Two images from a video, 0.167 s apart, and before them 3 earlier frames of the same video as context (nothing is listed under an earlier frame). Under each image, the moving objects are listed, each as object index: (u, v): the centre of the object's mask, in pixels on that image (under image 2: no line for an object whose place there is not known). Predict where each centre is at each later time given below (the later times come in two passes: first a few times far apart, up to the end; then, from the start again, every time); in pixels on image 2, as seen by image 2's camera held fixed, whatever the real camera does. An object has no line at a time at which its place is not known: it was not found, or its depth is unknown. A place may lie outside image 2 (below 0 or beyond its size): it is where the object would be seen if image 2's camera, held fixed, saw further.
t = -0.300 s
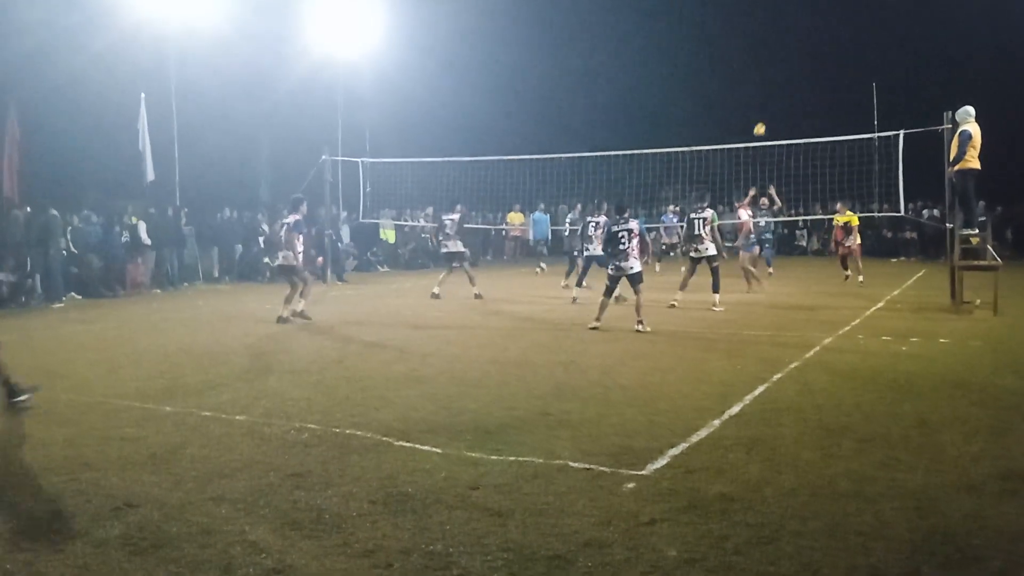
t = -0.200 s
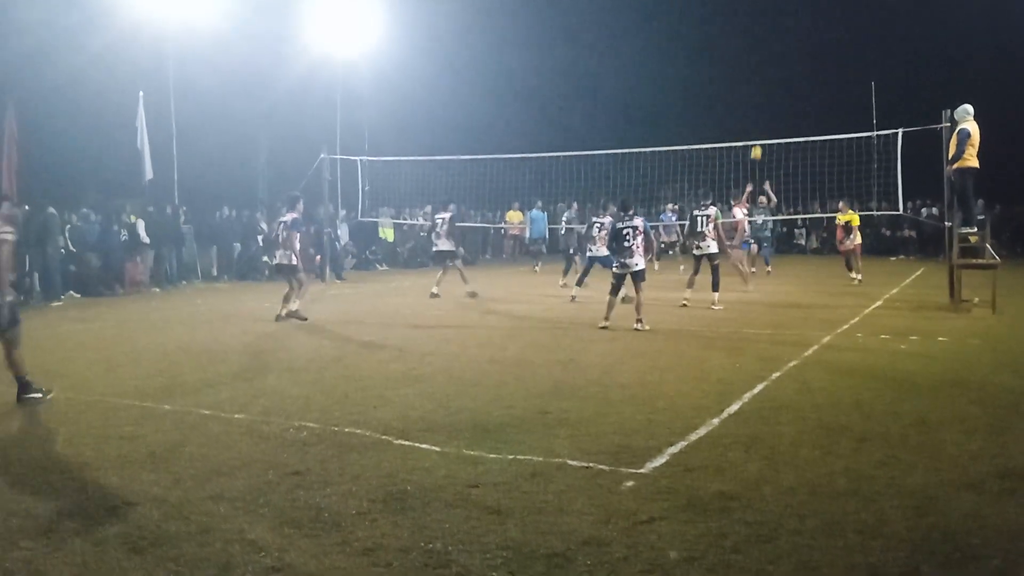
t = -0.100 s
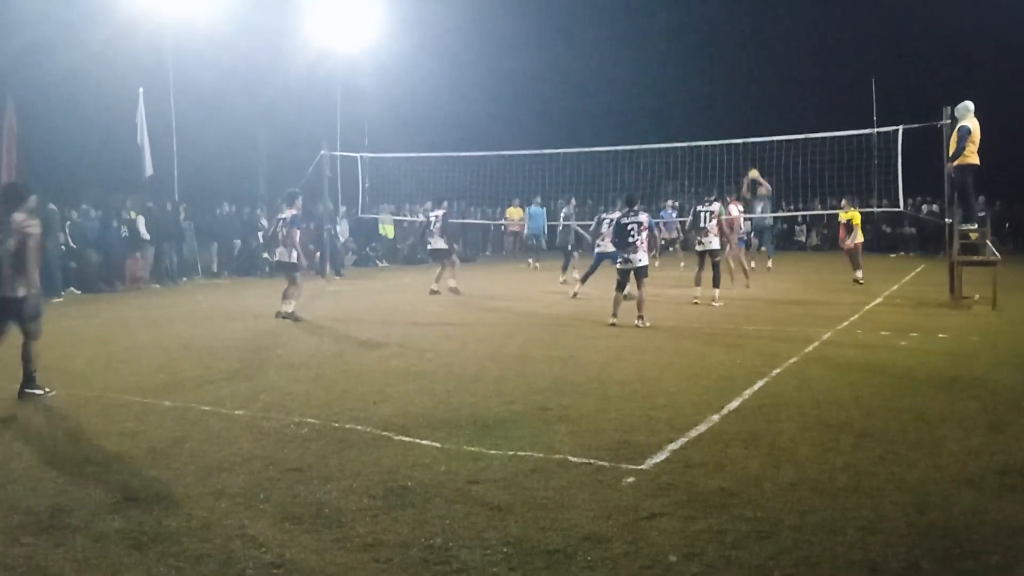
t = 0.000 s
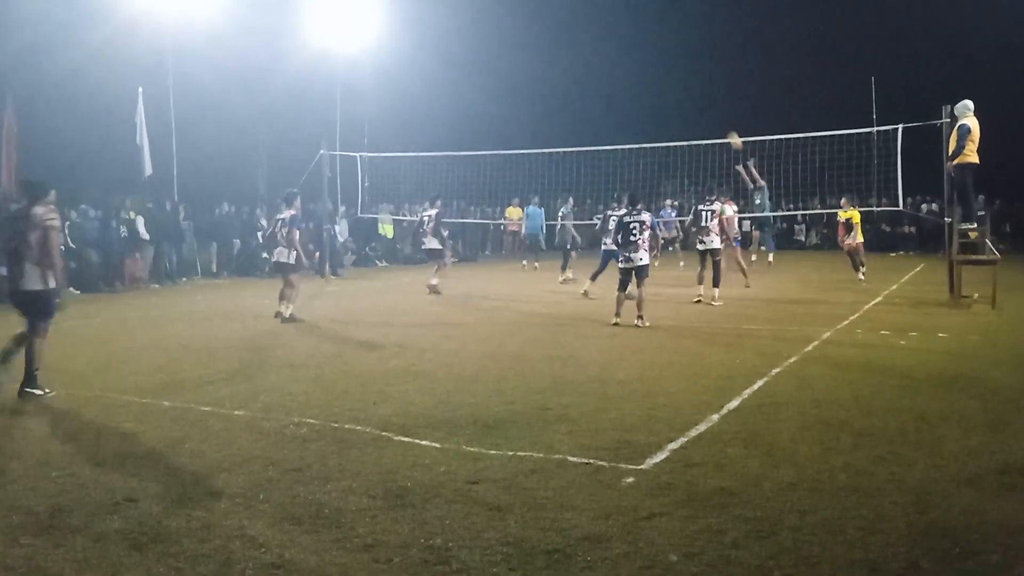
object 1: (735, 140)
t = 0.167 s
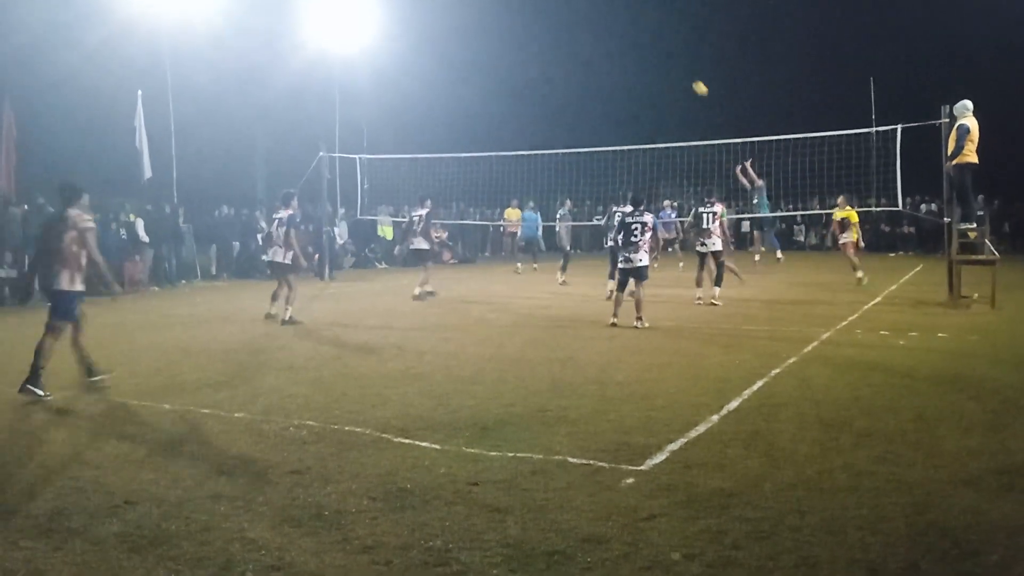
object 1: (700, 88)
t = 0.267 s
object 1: (680, 63)
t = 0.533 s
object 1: (628, 20)
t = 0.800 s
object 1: (575, 12)
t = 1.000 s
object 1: (536, 31)
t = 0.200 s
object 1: (694, 79)
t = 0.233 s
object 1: (687, 71)
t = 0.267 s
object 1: (680, 63)
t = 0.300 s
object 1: (674, 56)
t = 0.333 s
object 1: (667, 49)
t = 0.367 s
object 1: (660, 43)
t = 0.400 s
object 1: (654, 37)
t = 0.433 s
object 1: (647, 32)
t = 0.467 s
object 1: (640, 27)
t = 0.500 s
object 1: (634, 23)
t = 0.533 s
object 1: (628, 20)
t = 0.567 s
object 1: (621, 16)
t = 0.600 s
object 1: (615, 14)
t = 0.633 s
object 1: (608, 12)
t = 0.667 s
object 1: (601, 11)
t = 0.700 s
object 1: (595, 10)
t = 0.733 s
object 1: (588, 10)
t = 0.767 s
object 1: (581, 11)
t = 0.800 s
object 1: (575, 12)
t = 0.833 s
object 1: (569, 13)
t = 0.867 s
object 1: (562, 16)
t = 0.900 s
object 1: (556, 19)
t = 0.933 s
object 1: (549, 22)
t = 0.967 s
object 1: (542, 26)
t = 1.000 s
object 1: (536, 31)
